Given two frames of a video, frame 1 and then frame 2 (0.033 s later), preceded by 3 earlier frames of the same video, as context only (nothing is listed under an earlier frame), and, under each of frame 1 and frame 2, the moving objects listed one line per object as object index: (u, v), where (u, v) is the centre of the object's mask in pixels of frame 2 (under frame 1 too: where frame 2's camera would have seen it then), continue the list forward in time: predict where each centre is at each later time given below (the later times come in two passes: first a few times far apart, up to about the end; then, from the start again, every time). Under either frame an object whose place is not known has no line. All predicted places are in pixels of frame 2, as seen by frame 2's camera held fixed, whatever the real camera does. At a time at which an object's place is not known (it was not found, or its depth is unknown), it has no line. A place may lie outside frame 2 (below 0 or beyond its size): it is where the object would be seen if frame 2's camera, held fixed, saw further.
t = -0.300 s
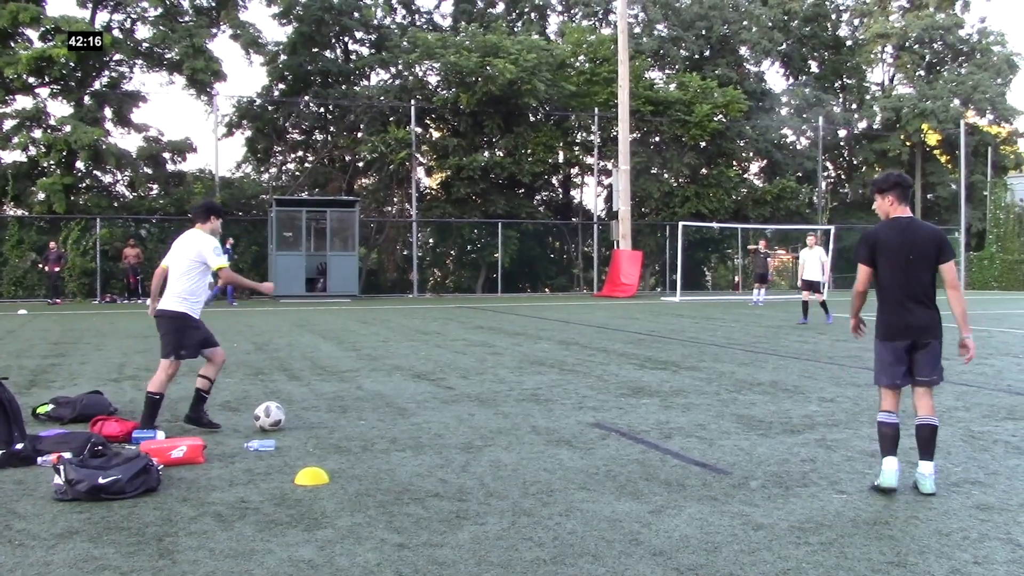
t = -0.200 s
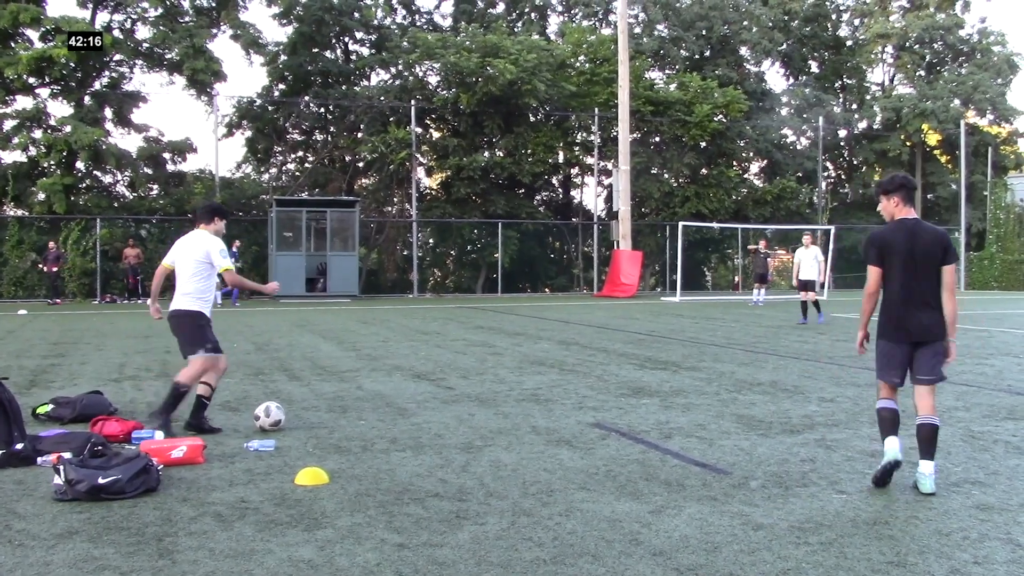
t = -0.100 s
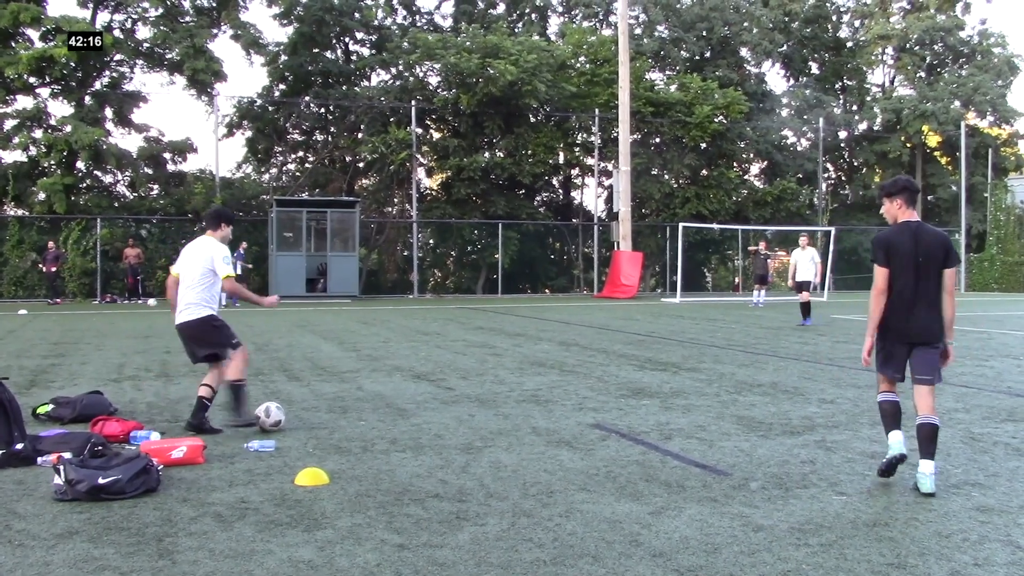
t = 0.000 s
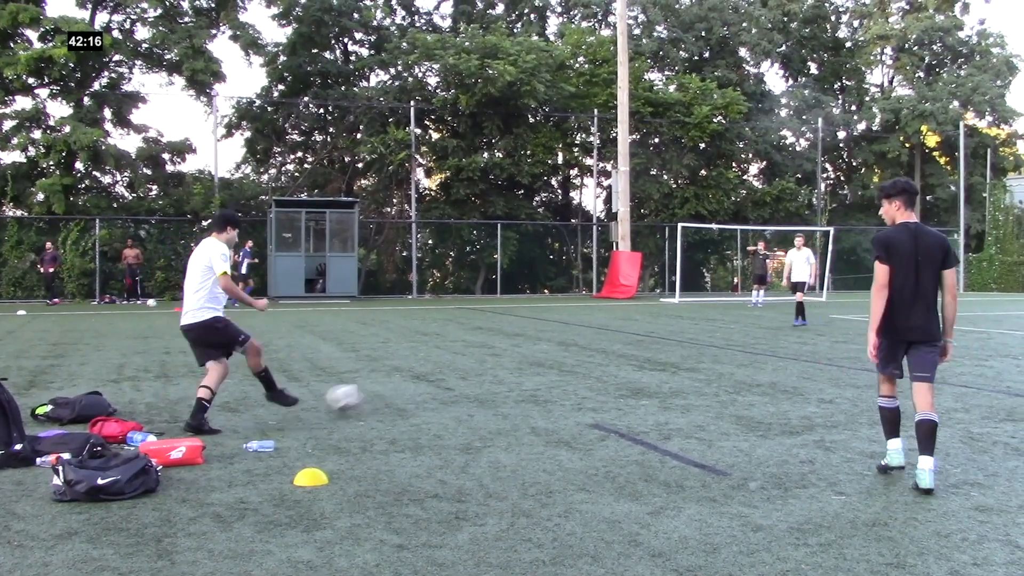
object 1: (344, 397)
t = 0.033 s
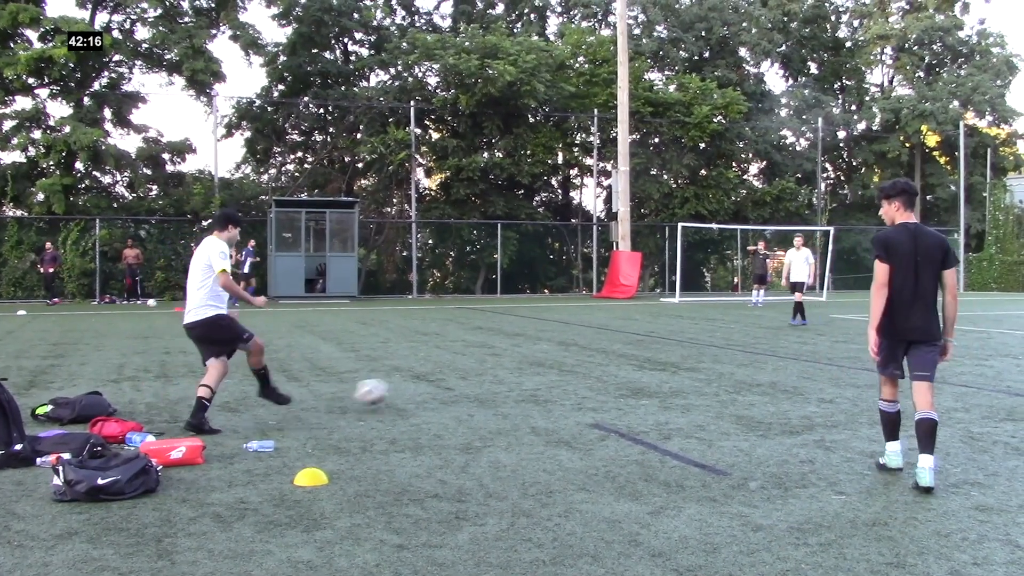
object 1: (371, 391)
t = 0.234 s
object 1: (491, 371)
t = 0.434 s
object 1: (565, 357)
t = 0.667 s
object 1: (624, 347)
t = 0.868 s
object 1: (662, 339)
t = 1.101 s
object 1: (697, 331)
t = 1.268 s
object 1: (720, 328)
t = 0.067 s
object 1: (396, 388)
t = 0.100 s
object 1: (419, 388)
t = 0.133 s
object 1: (440, 385)
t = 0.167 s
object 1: (458, 378)
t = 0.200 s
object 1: (476, 373)
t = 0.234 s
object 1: (491, 371)
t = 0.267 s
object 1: (506, 369)
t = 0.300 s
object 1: (521, 369)
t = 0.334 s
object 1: (533, 366)
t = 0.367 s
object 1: (544, 362)
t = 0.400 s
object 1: (555, 359)
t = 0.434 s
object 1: (565, 357)
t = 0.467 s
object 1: (575, 356)
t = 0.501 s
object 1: (584, 357)
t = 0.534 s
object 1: (593, 353)
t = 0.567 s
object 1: (601, 350)
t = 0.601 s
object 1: (609, 348)
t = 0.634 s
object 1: (617, 347)
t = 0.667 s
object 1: (624, 347)
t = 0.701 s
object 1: (630, 348)
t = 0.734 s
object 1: (637, 346)
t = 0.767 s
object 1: (643, 342)
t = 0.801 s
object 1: (650, 340)
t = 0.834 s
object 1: (656, 339)
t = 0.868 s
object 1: (662, 339)
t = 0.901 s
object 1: (667, 340)
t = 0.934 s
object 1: (673, 338)
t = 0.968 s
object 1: (677, 334)
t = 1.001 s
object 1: (681, 332)
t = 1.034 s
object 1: (687, 331)
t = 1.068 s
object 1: (692, 330)
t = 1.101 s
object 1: (697, 331)
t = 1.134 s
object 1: (701, 333)
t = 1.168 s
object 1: (706, 332)
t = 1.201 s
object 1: (711, 330)
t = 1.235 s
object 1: (715, 329)
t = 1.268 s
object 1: (720, 328)
